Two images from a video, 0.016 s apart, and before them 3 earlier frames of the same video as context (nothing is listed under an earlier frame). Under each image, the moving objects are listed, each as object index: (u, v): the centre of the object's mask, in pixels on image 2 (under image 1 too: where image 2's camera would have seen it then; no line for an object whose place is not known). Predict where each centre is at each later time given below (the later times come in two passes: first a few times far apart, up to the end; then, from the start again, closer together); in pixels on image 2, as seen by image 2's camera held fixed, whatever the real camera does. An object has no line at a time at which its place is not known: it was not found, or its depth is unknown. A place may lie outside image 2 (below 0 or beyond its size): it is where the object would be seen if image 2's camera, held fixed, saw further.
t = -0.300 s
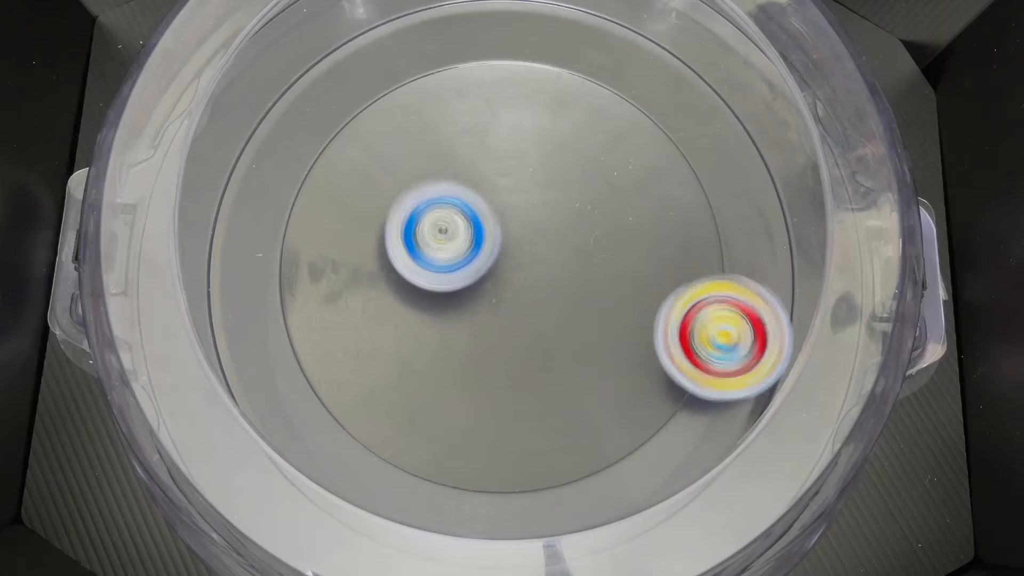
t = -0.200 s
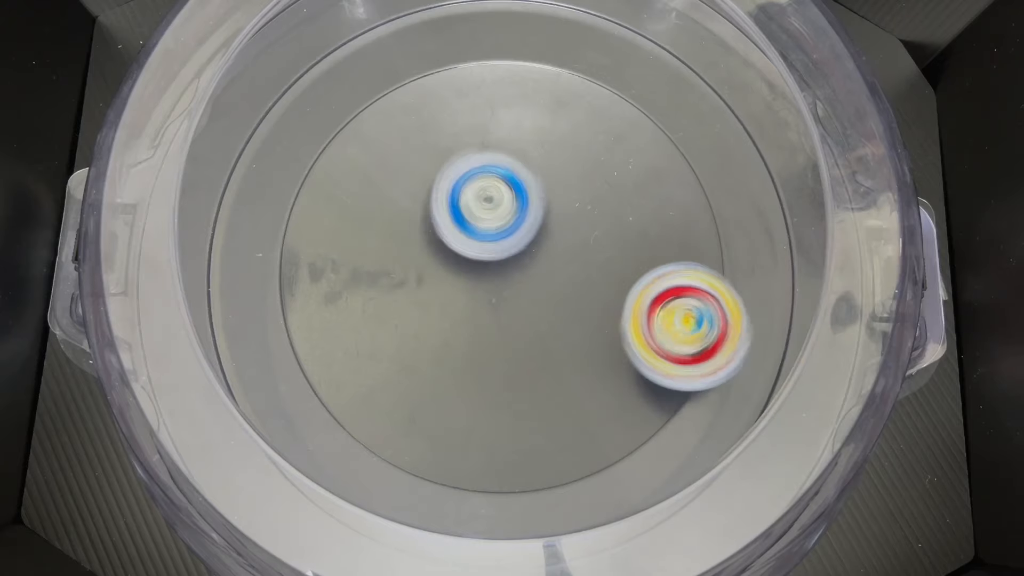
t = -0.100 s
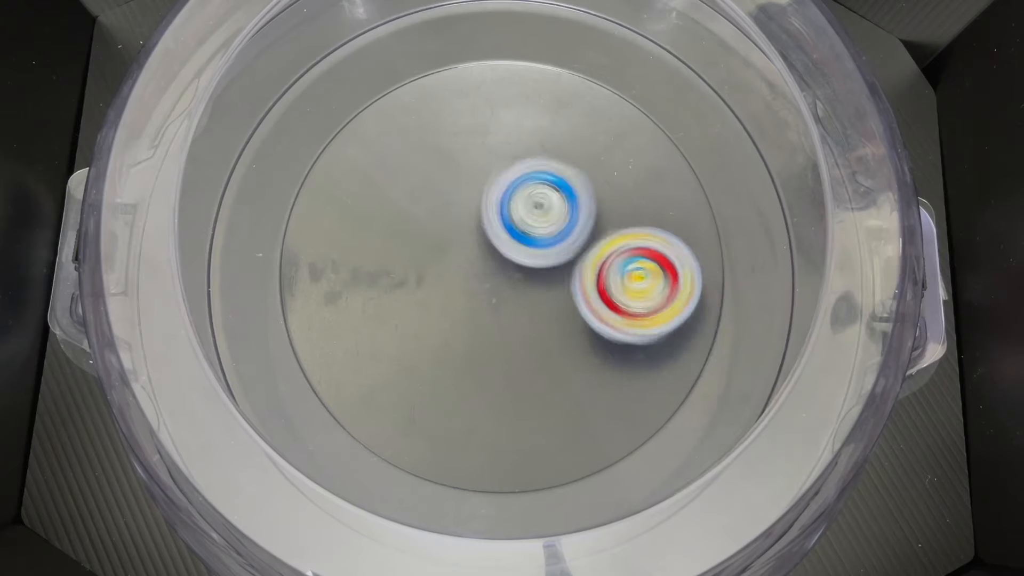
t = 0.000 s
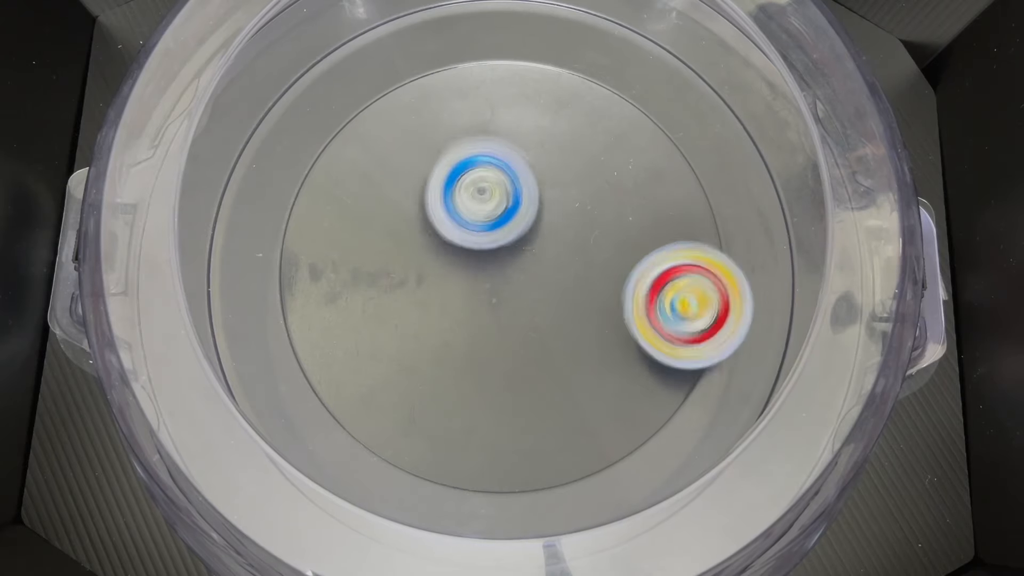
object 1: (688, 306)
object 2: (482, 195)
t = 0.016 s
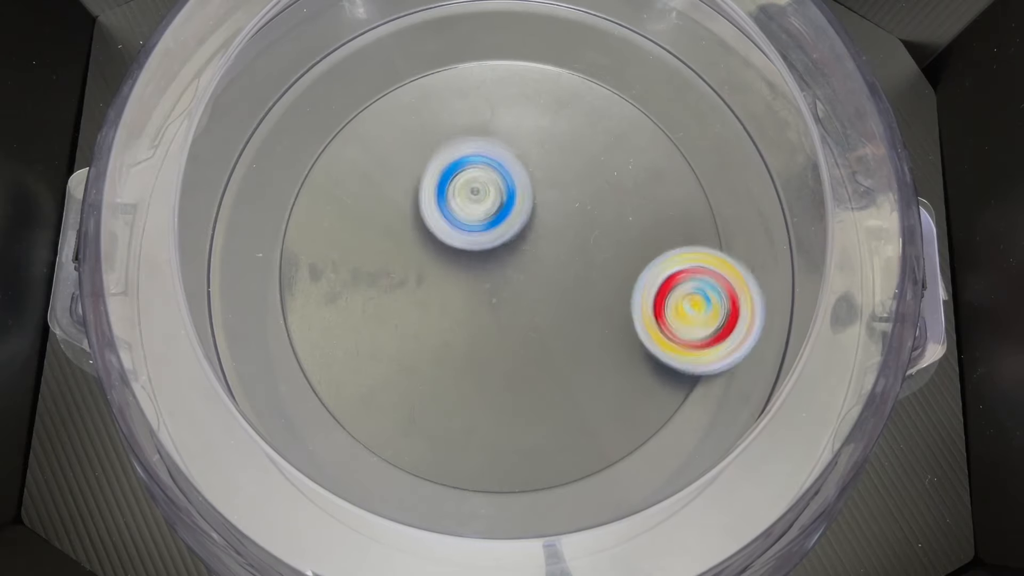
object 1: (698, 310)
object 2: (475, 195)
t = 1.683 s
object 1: (408, 390)
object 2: (564, 267)
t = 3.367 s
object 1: (601, 277)
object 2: (471, 287)
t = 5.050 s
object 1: (454, 214)
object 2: (600, 242)
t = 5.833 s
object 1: (445, 248)
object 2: (508, 339)
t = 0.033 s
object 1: (699, 310)
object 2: (468, 194)
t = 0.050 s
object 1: (702, 313)
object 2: (465, 195)
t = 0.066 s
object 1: (704, 312)
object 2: (461, 195)
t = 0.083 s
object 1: (705, 312)
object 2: (460, 196)
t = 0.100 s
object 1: (706, 312)
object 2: (458, 196)
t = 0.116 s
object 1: (707, 309)
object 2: (460, 195)
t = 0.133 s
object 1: (707, 308)
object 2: (460, 196)
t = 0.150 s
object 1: (706, 305)
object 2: (463, 194)
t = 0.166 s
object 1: (705, 303)
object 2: (466, 194)
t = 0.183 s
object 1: (704, 300)
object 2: (470, 191)
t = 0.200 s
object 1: (702, 297)
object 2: (475, 191)
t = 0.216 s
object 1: (698, 295)
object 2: (481, 191)
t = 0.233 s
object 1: (694, 293)
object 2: (487, 193)
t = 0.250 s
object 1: (687, 292)
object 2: (493, 195)
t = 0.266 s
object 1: (681, 289)
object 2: (499, 200)
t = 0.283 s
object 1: (672, 289)
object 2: (503, 206)
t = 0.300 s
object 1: (664, 285)
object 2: (507, 214)
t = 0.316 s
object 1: (654, 285)
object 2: (508, 221)
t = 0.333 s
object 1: (643, 283)
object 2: (510, 229)
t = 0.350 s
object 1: (633, 282)
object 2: (508, 237)
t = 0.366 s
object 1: (621, 282)
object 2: (507, 245)
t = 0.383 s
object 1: (618, 286)
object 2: (498, 250)
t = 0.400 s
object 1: (618, 284)
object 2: (489, 255)
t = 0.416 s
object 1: (616, 286)
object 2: (481, 260)
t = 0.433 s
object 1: (613, 288)
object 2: (474, 266)
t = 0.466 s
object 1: (606, 291)
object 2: (460, 273)
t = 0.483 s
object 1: (604, 291)
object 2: (454, 274)
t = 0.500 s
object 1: (597, 293)
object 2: (448, 276)
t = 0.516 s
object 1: (591, 294)
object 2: (441, 276)
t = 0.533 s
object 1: (586, 297)
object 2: (436, 276)
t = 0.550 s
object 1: (577, 298)
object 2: (430, 275)
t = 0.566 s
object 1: (573, 300)
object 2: (424, 273)
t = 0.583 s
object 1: (565, 302)
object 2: (419, 271)
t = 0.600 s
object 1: (559, 302)
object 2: (414, 269)
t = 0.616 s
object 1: (551, 305)
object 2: (409, 265)
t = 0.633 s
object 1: (544, 305)
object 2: (405, 262)
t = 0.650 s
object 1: (537, 309)
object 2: (402, 258)
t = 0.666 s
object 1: (530, 310)
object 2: (400, 254)
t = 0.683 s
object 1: (525, 313)
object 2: (398, 250)
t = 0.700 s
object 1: (517, 314)
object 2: (399, 245)
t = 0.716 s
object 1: (514, 316)
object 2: (401, 241)
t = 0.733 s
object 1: (507, 318)
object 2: (405, 238)
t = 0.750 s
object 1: (503, 318)
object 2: (410, 235)
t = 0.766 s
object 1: (498, 321)
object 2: (417, 233)
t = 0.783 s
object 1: (494, 321)
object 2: (424, 231)
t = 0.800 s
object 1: (494, 334)
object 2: (427, 222)
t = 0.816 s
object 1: (498, 347)
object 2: (429, 209)
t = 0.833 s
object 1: (499, 356)
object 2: (433, 198)
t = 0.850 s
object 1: (500, 364)
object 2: (437, 189)
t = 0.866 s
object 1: (498, 373)
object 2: (443, 182)
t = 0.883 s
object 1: (498, 378)
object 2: (449, 177)
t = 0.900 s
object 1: (499, 382)
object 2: (457, 175)
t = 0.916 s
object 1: (498, 386)
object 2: (465, 174)
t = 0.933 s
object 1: (497, 389)
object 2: (474, 174)
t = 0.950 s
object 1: (497, 393)
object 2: (481, 175)
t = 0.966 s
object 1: (497, 397)
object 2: (491, 177)
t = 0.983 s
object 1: (498, 399)
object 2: (498, 180)
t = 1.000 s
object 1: (497, 402)
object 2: (506, 184)
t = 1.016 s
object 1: (496, 405)
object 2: (513, 189)
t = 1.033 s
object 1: (496, 409)
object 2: (521, 193)
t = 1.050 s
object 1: (496, 411)
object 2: (527, 199)
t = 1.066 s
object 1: (495, 413)
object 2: (534, 206)
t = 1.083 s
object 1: (494, 415)
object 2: (539, 213)
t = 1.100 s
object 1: (495, 415)
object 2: (544, 220)
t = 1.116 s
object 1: (496, 414)
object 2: (548, 227)
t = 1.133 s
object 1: (498, 413)
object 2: (552, 235)
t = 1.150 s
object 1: (498, 409)
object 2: (554, 243)
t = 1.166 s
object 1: (499, 408)
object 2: (557, 251)
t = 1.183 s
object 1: (499, 402)
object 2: (558, 259)
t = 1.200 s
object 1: (499, 398)
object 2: (559, 267)
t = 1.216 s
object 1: (499, 390)
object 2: (559, 275)
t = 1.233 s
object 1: (500, 384)
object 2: (559, 283)
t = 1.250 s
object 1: (492, 388)
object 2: (561, 281)
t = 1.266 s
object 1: (485, 400)
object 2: (566, 269)
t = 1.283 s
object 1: (473, 412)
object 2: (570, 257)
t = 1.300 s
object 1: (465, 420)
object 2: (571, 246)
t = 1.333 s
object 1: (454, 433)
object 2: (573, 225)
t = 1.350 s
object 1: (450, 435)
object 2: (575, 219)
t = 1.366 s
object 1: (446, 440)
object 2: (576, 214)
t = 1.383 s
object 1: (442, 441)
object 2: (574, 212)
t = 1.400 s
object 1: (442, 443)
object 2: (574, 209)
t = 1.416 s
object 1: (438, 444)
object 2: (572, 207)
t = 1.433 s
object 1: (437, 441)
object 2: (574, 206)
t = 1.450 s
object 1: (436, 443)
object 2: (575, 206)
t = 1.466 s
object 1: (434, 441)
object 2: (577, 209)
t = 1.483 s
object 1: (437, 439)
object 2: (578, 211)
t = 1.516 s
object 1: (432, 435)
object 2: (580, 216)
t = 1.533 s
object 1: (431, 434)
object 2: (582, 218)
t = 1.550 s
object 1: (427, 431)
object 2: (586, 224)
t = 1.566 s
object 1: (426, 426)
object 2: (588, 229)
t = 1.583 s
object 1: (422, 424)
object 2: (587, 236)
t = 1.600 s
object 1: (419, 419)
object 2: (586, 241)
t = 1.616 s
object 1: (419, 415)
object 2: (582, 246)
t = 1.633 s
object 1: (414, 410)
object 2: (580, 252)
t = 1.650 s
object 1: (412, 402)
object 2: (576, 257)
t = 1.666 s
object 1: (411, 398)
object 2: (570, 263)
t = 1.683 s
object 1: (408, 390)
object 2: (564, 267)
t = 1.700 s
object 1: (407, 382)
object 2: (557, 270)
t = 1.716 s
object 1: (405, 376)
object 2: (552, 272)
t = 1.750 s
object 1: (404, 359)
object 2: (538, 276)
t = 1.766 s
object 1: (401, 351)
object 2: (532, 277)
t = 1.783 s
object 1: (402, 342)
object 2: (524, 277)
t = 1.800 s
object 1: (403, 335)
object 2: (518, 277)
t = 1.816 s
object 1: (402, 326)
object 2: (511, 276)
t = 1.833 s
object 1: (396, 320)
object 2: (513, 272)
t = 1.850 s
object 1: (379, 319)
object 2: (522, 263)
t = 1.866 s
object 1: (368, 315)
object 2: (529, 254)
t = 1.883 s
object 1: (357, 310)
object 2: (536, 245)
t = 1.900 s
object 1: (348, 305)
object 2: (542, 239)
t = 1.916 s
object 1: (344, 302)
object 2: (546, 236)
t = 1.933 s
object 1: (339, 296)
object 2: (549, 234)
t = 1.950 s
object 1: (337, 292)
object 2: (552, 230)
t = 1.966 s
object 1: (334, 289)
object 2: (557, 228)
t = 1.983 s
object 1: (332, 284)
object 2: (561, 229)
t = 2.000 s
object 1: (331, 280)
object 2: (563, 232)
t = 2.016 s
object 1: (329, 276)
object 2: (564, 233)
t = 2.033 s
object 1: (328, 271)
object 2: (566, 234)
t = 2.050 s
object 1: (328, 267)
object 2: (567, 239)
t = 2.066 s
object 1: (327, 263)
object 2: (566, 244)
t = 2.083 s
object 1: (327, 257)
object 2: (563, 248)
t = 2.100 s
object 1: (329, 253)
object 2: (559, 251)
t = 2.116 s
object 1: (329, 248)
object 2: (555, 253)
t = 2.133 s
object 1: (330, 243)
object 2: (550, 257)
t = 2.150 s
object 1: (332, 239)
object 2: (543, 258)
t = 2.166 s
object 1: (333, 234)
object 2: (536, 259)
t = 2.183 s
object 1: (335, 229)
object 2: (532, 258)
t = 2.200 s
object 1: (338, 225)
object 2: (526, 258)
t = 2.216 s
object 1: (340, 220)
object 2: (520, 258)
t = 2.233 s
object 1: (344, 215)
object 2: (514, 256)
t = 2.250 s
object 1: (348, 212)
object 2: (509, 253)
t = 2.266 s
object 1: (351, 208)
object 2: (505, 251)
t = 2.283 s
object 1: (356, 204)
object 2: (499, 249)
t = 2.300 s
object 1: (360, 201)
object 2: (494, 247)
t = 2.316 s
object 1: (364, 197)
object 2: (490, 243)
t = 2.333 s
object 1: (370, 194)
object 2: (486, 239)
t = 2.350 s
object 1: (373, 190)
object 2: (487, 238)
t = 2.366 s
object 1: (374, 186)
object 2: (488, 238)
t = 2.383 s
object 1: (377, 182)
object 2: (491, 236)
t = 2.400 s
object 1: (381, 179)
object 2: (494, 236)
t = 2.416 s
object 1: (384, 176)
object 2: (498, 237)
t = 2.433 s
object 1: (391, 174)
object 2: (499, 239)
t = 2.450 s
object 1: (396, 173)
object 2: (501, 239)
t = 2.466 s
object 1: (400, 170)
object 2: (505, 240)
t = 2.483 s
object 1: (407, 170)
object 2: (507, 245)
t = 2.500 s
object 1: (412, 169)
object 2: (509, 250)
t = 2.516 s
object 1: (417, 167)
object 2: (508, 253)
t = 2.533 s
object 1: (424, 168)
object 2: (510, 256)
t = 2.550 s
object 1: (430, 168)
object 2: (510, 261)
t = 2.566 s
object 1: (435, 167)
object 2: (508, 266)
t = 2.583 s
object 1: (442, 168)
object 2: (506, 269)
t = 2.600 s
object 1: (448, 169)
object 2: (504, 272)
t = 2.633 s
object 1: (458, 170)
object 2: (499, 281)
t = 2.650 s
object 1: (464, 170)
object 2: (495, 283)
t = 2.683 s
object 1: (473, 171)
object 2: (490, 289)
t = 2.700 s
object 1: (479, 168)
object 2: (486, 295)
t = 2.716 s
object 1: (484, 167)
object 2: (485, 297)
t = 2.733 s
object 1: (488, 167)
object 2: (483, 300)
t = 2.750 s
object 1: (494, 168)
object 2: (480, 302)
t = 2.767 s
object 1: (499, 168)
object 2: (475, 301)
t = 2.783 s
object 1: (503, 169)
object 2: (474, 301)
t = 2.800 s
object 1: (509, 171)
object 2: (470, 302)
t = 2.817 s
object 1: (514, 173)
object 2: (465, 299)
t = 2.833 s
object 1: (518, 175)
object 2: (465, 296)
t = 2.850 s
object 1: (523, 178)
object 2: (463, 294)
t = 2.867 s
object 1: (527, 181)
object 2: (460, 291)
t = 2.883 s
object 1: (531, 183)
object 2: (461, 285)
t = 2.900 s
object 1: (534, 187)
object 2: (463, 282)
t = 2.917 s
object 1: (538, 189)
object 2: (463, 280)
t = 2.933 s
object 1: (541, 191)
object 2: (465, 274)
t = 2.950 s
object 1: (547, 188)
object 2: (463, 279)
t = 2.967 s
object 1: (556, 186)
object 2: (460, 283)
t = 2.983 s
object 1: (562, 182)
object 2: (456, 283)
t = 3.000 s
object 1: (568, 183)
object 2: (456, 286)
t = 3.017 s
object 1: (570, 184)
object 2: (452, 288)
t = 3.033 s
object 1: (575, 185)
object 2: (451, 286)
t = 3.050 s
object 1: (577, 189)
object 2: (451, 288)
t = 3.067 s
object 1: (581, 193)
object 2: (450, 288)
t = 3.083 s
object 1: (583, 196)
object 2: (450, 286)
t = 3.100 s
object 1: (584, 202)
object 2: (452, 287)
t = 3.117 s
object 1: (587, 206)
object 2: (450, 286)
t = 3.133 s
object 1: (588, 210)
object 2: (452, 282)
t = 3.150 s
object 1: (589, 216)
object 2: (454, 283)
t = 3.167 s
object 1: (590, 221)
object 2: (457, 281)
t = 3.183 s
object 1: (591, 226)
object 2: (461, 278)
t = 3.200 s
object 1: (590, 231)
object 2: (465, 280)
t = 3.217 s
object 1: (591, 237)
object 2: (467, 278)
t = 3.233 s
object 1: (591, 242)
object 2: (474, 277)
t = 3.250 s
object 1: (589, 247)
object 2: (478, 280)
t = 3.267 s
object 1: (592, 251)
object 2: (478, 281)
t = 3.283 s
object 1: (597, 255)
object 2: (478, 282)
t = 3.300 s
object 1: (599, 259)
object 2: (475, 286)
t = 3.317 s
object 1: (601, 264)
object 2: (473, 284)
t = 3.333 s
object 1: (601, 269)
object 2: (474, 287)
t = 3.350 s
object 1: (600, 272)
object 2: (471, 287)
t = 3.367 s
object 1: (601, 277)
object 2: (471, 287)
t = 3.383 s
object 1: (601, 281)
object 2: (472, 288)
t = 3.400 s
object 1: (599, 285)
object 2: (469, 287)
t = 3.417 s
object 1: (599, 289)
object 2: (470, 287)
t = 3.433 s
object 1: (597, 292)
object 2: (469, 289)
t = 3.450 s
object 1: (595, 296)
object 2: (470, 287)
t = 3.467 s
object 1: (594, 300)
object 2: (473, 286)
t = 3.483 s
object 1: (591, 303)
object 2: (472, 287)
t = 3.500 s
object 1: (588, 307)
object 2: (473, 282)
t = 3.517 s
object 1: (586, 310)
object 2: (475, 284)
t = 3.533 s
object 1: (592, 317)
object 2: (468, 279)
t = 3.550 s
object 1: (598, 324)
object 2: (460, 273)
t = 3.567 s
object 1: (606, 329)
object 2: (452, 271)
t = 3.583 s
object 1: (607, 336)
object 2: (448, 263)
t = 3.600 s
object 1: (608, 340)
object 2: (445, 262)
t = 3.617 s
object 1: (609, 342)
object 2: (442, 257)
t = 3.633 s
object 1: (609, 348)
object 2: (444, 254)
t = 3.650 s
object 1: (607, 351)
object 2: (445, 250)
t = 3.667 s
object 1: (606, 353)
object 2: (447, 244)
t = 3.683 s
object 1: (606, 357)
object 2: (451, 242)
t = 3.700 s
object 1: (603, 361)
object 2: (453, 237)
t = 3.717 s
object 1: (601, 364)
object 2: (458, 234)
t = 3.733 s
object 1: (600, 366)
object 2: (460, 234)
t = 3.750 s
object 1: (596, 370)
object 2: (466, 230)
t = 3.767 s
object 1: (592, 373)
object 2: (470, 230)
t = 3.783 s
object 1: (590, 373)
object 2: (472, 228)
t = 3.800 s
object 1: (586, 377)
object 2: (480, 228)
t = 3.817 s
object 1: (581, 379)
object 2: (483, 228)
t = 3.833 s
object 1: (576, 379)
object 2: (488, 226)
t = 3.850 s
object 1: (574, 381)
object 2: (493, 230)
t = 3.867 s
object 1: (567, 381)
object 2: (497, 228)
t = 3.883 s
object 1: (562, 381)
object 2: (503, 230)
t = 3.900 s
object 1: (559, 380)
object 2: (505, 232)
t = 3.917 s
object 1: (553, 380)
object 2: (512, 233)
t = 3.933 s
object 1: (548, 379)
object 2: (515, 236)
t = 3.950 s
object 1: (544, 375)
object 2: (518, 236)
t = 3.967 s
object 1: (539, 375)
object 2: (524, 241)
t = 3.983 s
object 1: (534, 372)
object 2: (525, 243)
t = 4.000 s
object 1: (529, 368)
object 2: (530, 244)
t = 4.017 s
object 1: (527, 366)
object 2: (532, 251)
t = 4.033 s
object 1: (521, 362)
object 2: (536, 251)
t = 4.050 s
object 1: (513, 372)
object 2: (540, 245)
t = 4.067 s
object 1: (503, 389)
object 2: (546, 224)
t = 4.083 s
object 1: (493, 407)
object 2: (551, 208)
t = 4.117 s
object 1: (475, 431)
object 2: (559, 177)
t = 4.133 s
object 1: (467, 438)
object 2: (562, 160)
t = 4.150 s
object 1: (459, 446)
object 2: (563, 154)
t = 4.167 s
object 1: (453, 447)
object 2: (566, 142)
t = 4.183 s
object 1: (448, 450)
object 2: (566, 139)
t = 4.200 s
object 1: (445, 448)
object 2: (567, 131)
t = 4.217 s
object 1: (442, 448)
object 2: (567, 133)
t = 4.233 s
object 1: (439, 446)
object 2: (570, 128)
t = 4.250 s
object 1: (438, 445)
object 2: (570, 129)
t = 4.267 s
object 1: (437, 442)
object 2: (574, 126)
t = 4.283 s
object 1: (436, 440)
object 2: (574, 127)
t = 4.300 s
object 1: (433, 435)
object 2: (577, 124)
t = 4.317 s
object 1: (433, 433)
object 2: (577, 125)
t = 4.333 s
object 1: (432, 429)
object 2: (580, 123)
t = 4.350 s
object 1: (432, 426)
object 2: (579, 123)
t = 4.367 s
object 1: (431, 421)
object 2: (581, 120)
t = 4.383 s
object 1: (432, 418)
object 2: (580, 120)
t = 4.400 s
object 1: (432, 413)
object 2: (581, 118)
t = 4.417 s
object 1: (434, 410)
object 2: (579, 117)
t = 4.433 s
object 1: (434, 404)
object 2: (578, 117)
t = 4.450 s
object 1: (437, 400)
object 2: (578, 118)
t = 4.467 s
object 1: (437, 394)
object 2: (578, 118)
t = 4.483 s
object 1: (440, 387)
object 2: (574, 121)
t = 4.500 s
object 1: (441, 379)
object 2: (572, 124)
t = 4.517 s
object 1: (445, 370)
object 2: (569, 128)
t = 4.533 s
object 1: (446, 361)
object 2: (567, 132)
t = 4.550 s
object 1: (450, 349)
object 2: (564, 137)
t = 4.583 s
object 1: (455, 325)
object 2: (560, 145)
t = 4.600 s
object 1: (458, 313)
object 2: (558, 149)
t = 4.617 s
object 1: (460, 298)
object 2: (557, 155)
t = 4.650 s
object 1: (463, 268)
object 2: (553, 163)
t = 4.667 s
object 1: (466, 254)
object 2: (553, 167)
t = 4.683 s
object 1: (466, 238)
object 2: (551, 174)
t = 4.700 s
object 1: (464, 223)
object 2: (551, 177)
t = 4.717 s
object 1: (464, 214)
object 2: (550, 179)
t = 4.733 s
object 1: (462, 208)
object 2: (553, 181)
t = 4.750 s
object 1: (459, 204)
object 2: (560, 181)
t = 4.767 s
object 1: (454, 203)
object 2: (569, 183)
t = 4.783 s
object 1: (449, 200)
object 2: (572, 181)
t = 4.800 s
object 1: (449, 197)
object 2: (576, 187)
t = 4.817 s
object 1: (448, 196)
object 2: (581, 187)
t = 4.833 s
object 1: (447, 195)
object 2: (581, 192)
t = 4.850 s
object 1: (449, 193)
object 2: (586, 195)
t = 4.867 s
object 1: (450, 194)
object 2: (585, 197)
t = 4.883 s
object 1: (451, 195)
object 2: (589, 203)
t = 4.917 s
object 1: (451, 201)
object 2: (590, 211)
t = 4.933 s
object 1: (449, 202)
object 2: (593, 213)
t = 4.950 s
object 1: (449, 203)
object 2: (591, 219)
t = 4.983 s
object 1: (450, 207)
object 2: (594, 226)
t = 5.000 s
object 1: (450, 209)
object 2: (597, 233)
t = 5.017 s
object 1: (450, 210)
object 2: (598, 234)
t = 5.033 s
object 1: (452, 212)
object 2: (599, 241)
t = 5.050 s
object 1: (454, 214)
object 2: (600, 242)
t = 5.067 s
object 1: (457, 216)
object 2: (598, 248)
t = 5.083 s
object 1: (461, 221)
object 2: (601, 252)
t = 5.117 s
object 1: (469, 228)
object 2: (601, 260)
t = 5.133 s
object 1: (475, 233)
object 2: (599, 262)
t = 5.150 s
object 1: (481, 237)
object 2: (599, 269)
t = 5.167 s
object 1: (486, 241)
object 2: (601, 271)
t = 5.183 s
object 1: (485, 241)
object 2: (603, 276)
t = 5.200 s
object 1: (487, 241)
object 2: (608, 279)
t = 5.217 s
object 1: (489, 244)
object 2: (607, 280)
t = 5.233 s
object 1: (491, 249)
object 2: (607, 285)
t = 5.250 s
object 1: (491, 253)
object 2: (608, 285)
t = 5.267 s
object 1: (489, 257)
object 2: (604, 289)
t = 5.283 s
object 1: (485, 258)
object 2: (604, 294)
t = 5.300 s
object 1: (482, 258)
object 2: (603, 295)
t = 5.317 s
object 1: (482, 257)
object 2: (601, 301)
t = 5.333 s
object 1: (482, 258)
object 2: (601, 304)
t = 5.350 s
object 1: (480, 258)
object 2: (597, 306)
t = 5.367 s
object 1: (480, 257)
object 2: (595, 311)
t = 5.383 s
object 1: (480, 258)
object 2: (593, 312)
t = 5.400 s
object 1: (480, 258)
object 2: (589, 315)
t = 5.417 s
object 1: (480, 258)
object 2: (588, 317)
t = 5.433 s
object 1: (480, 257)
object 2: (583, 317)
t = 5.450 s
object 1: (481, 257)
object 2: (579, 320)
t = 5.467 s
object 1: (481, 258)
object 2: (575, 322)
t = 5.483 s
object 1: (479, 258)
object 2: (571, 323)
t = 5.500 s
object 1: (480, 257)
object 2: (568, 325)
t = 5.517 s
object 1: (480, 256)
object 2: (564, 326)
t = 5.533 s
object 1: (477, 255)
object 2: (563, 328)
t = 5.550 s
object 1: (474, 255)
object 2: (561, 328)
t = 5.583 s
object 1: (471, 255)
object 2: (553, 330)
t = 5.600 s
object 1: (467, 253)
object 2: (551, 330)
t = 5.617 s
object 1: (464, 252)
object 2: (548, 332)
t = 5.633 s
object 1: (460, 251)
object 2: (545, 332)
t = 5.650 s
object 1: (458, 251)
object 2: (540, 332)
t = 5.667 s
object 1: (457, 251)
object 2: (536, 335)
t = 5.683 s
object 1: (455, 252)
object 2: (534, 336)
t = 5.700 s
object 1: (453, 253)
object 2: (529, 336)
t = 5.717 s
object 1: (451, 251)
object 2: (528, 339)
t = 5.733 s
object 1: (449, 250)
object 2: (527, 339)
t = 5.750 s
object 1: (449, 250)
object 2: (524, 339)
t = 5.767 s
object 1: (449, 250)
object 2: (522, 339)
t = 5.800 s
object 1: (448, 249)
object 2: (514, 339)
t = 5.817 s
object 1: (446, 248)
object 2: (512, 340)
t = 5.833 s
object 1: (445, 248)
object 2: (508, 339)
